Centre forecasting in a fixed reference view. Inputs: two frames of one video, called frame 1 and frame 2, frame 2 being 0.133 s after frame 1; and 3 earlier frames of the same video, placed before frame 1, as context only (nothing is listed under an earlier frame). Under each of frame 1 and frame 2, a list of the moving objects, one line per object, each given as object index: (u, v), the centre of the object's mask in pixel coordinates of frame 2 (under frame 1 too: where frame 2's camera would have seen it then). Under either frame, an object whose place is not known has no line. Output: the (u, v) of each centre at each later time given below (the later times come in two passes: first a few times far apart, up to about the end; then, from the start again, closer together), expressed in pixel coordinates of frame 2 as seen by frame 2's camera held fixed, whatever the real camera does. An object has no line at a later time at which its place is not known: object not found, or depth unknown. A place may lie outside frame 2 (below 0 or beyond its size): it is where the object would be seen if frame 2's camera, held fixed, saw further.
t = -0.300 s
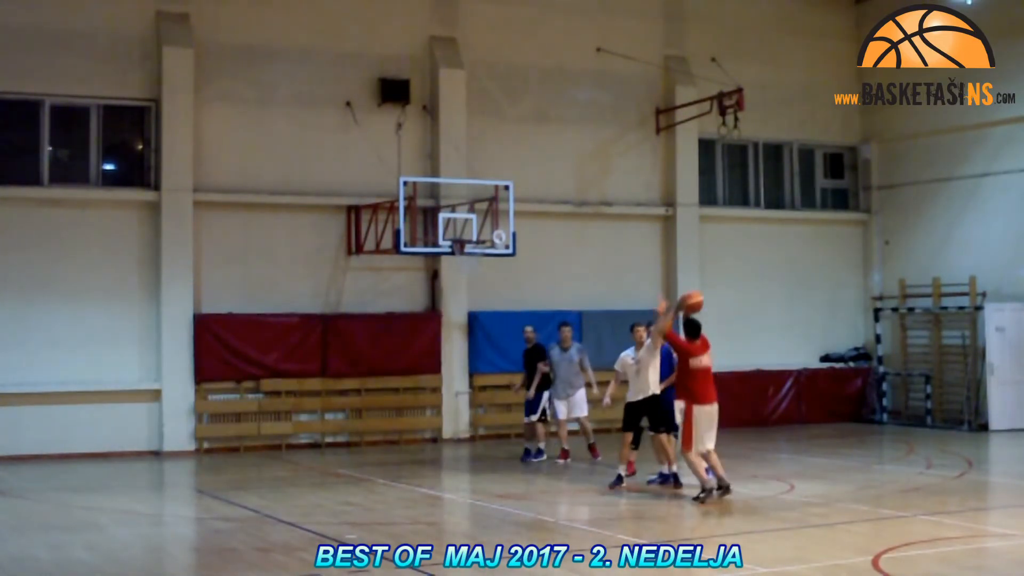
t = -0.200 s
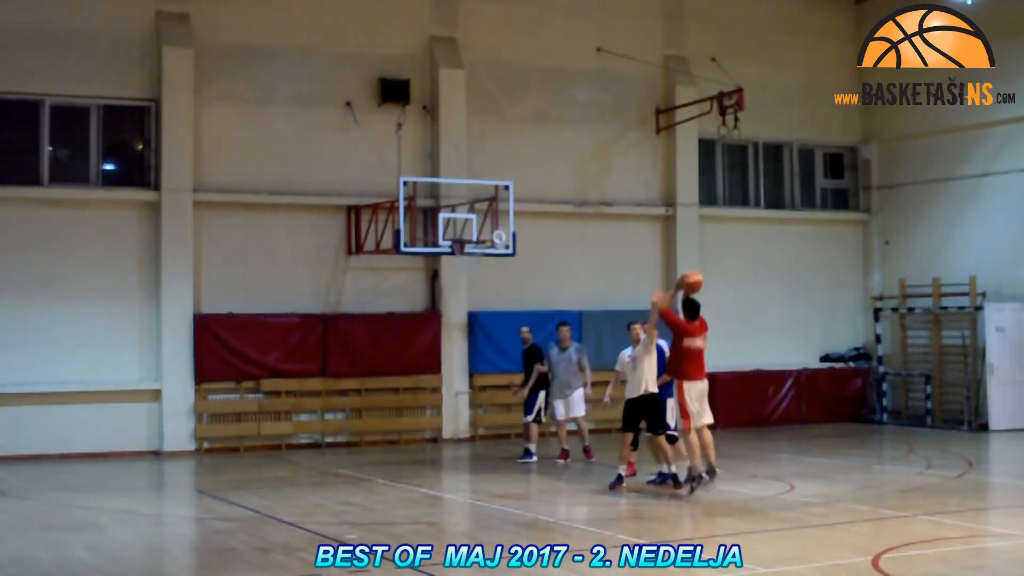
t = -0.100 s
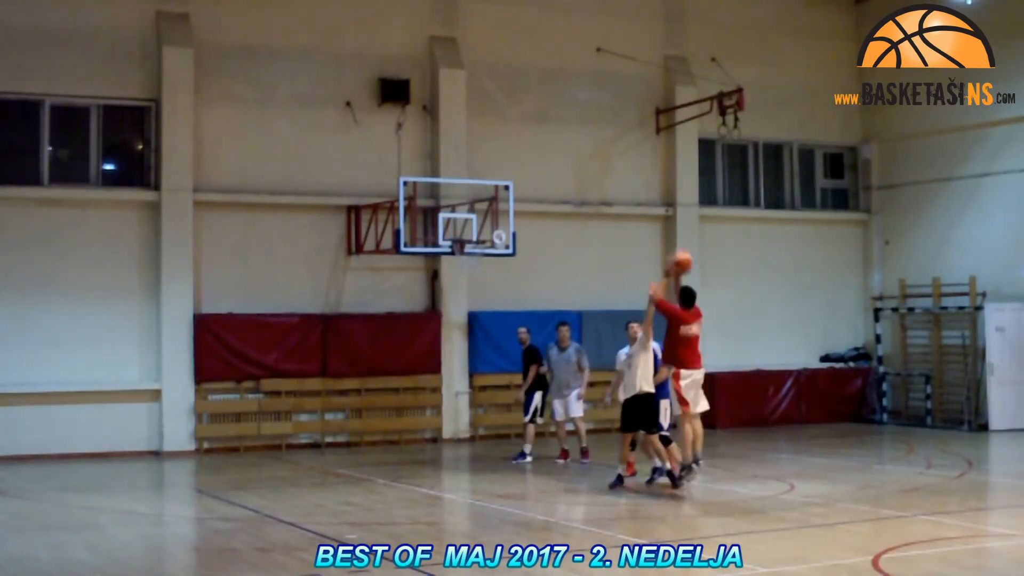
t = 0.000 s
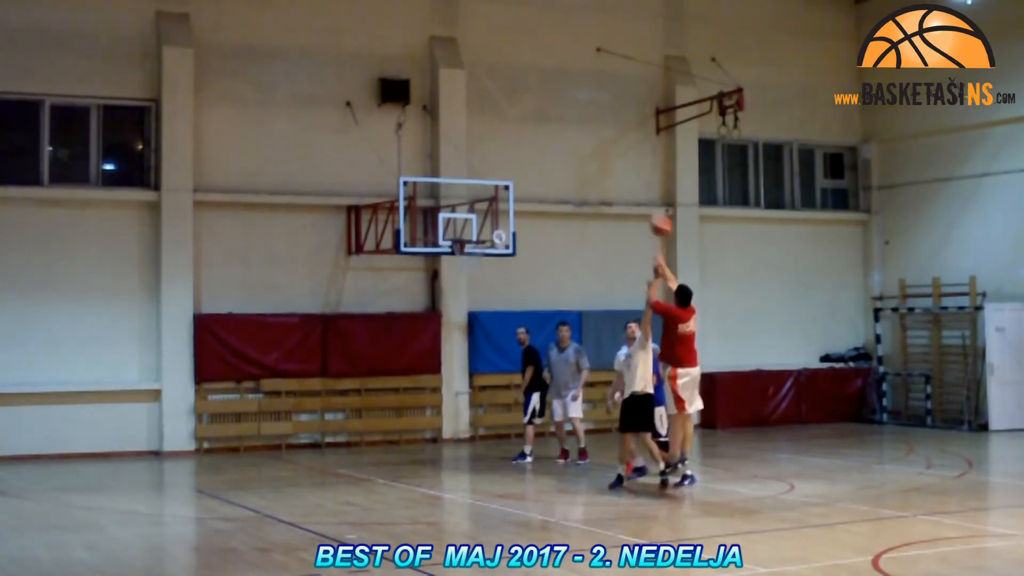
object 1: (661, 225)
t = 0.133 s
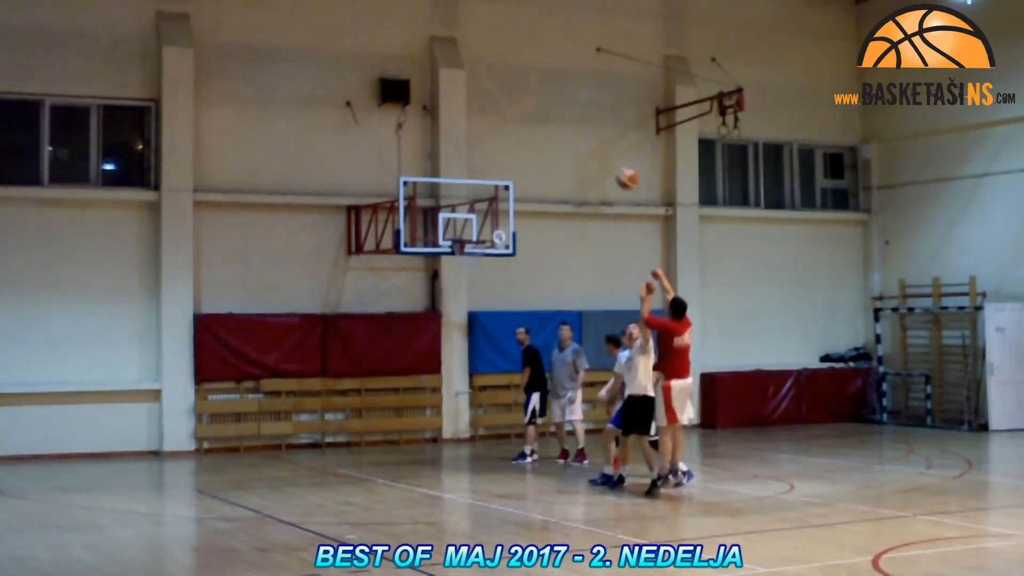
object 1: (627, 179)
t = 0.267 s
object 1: (596, 149)
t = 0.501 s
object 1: (548, 136)
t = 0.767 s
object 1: (500, 170)
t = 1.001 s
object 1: (464, 236)
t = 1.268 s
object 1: (496, 274)
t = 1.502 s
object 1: (526, 323)
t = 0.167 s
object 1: (618, 169)
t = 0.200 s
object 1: (610, 162)
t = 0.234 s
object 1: (603, 155)
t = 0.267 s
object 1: (596, 149)
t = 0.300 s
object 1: (588, 144)
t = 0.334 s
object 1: (581, 141)
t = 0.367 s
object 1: (573, 138)
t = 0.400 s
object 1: (567, 136)
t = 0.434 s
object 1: (561, 135)
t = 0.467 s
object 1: (554, 135)
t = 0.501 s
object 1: (548, 136)
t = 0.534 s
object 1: (542, 137)
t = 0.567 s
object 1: (535, 139)
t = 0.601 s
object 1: (529, 143)
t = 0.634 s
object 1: (523, 146)
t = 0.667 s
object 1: (518, 151)
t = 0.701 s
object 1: (511, 157)
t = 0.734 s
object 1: (506, 162)
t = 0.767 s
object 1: (500, 170)
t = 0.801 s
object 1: (495, 176)
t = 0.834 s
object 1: (490, 185)
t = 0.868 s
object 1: (486, 191)
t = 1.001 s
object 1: (464, 236)
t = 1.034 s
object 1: (464, 249)
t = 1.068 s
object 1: (469, 255)
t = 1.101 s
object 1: (475, 261)
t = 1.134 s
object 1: (480, 264)
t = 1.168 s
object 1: (485, 265)
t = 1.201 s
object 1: (489, 267)
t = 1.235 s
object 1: (493, 271)
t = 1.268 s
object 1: (496, 274)
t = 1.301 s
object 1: (500, 278)
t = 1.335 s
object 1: (505, 284)
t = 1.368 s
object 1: (509, 290)
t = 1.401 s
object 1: (513, 297)
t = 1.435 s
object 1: (516, 305)
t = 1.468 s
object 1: (522, 314)
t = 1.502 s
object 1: (526, 323)
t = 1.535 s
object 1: (530, 332)
